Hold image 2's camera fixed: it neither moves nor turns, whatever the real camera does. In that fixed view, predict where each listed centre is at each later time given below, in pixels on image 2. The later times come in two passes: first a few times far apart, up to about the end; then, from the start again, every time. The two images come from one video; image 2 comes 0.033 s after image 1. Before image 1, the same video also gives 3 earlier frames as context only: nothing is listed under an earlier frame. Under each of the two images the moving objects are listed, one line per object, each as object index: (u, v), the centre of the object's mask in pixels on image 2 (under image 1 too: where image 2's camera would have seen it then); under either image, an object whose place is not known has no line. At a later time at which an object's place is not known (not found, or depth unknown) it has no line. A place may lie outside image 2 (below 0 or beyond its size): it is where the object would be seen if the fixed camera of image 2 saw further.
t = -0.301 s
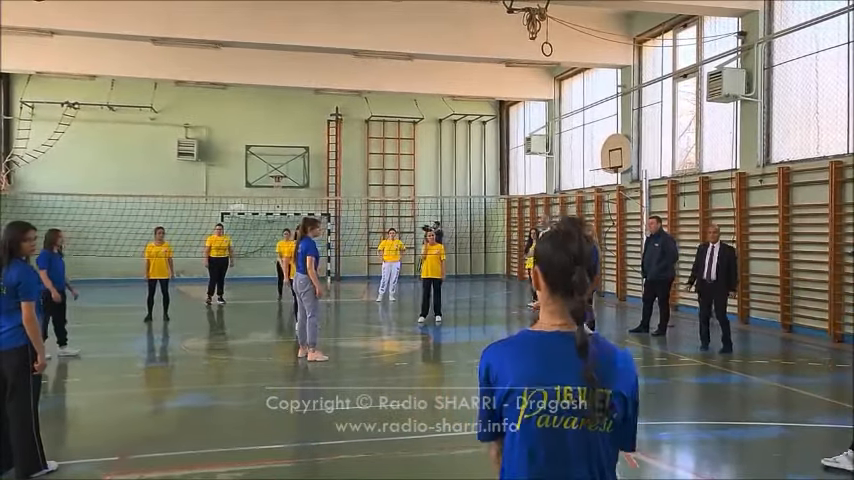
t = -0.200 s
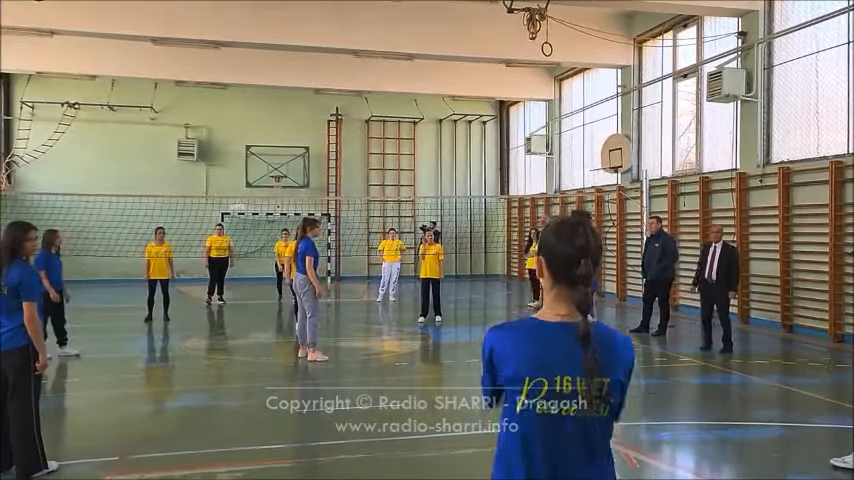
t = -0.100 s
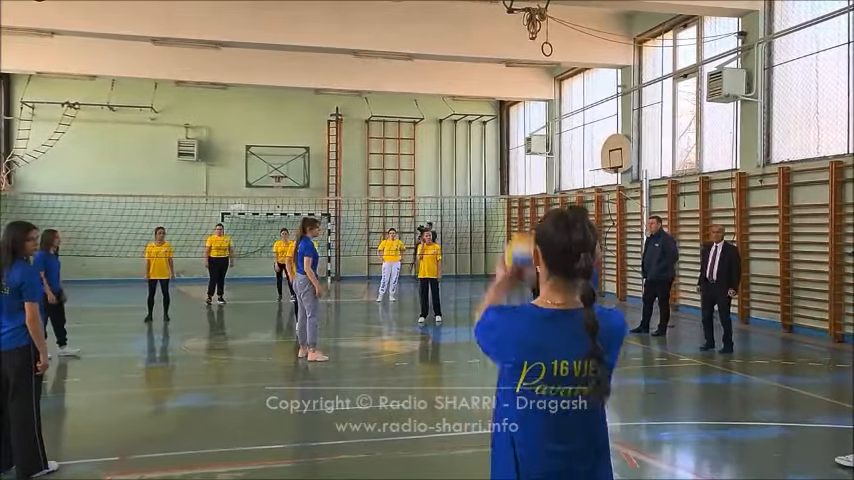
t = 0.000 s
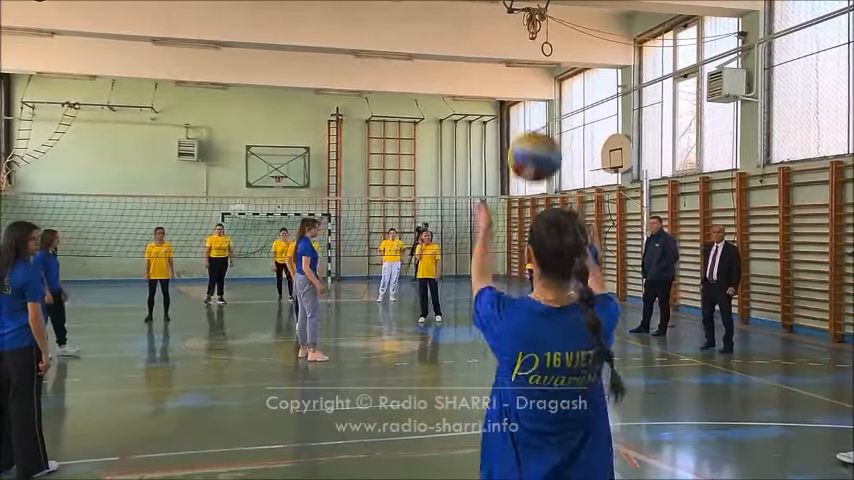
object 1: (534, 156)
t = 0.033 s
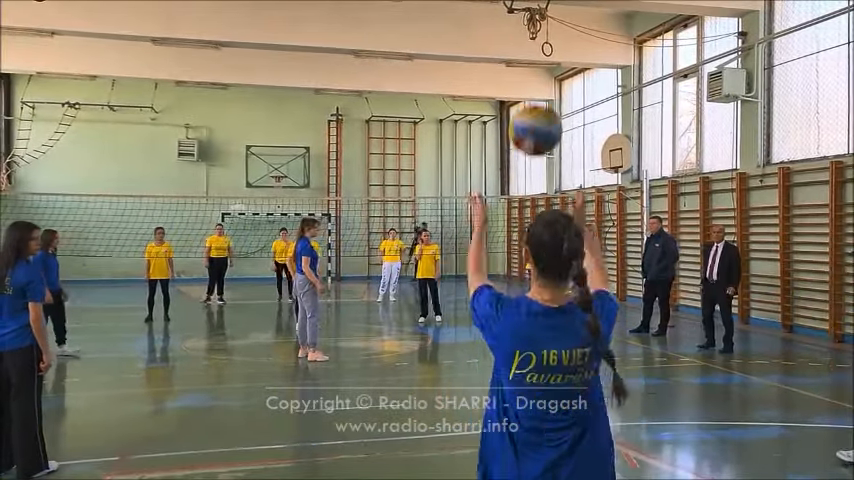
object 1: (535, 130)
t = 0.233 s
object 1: (539, 32)
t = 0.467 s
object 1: (542, 48)
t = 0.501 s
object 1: (543, 60)
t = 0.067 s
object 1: (536, 105)
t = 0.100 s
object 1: (537, 84)
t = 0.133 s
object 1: (537, 67)
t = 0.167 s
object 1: (538, 54)
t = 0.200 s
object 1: (539, 41)
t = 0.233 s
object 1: (539, 32)
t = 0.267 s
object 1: (539, 26)
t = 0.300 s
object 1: (540, 24)
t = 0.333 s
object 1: (540, 23)
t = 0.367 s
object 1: (541, 25)
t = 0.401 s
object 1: (541, 30)
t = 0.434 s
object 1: (541, 38)
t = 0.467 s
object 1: (542, 48)
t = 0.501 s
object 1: (543, 60)
